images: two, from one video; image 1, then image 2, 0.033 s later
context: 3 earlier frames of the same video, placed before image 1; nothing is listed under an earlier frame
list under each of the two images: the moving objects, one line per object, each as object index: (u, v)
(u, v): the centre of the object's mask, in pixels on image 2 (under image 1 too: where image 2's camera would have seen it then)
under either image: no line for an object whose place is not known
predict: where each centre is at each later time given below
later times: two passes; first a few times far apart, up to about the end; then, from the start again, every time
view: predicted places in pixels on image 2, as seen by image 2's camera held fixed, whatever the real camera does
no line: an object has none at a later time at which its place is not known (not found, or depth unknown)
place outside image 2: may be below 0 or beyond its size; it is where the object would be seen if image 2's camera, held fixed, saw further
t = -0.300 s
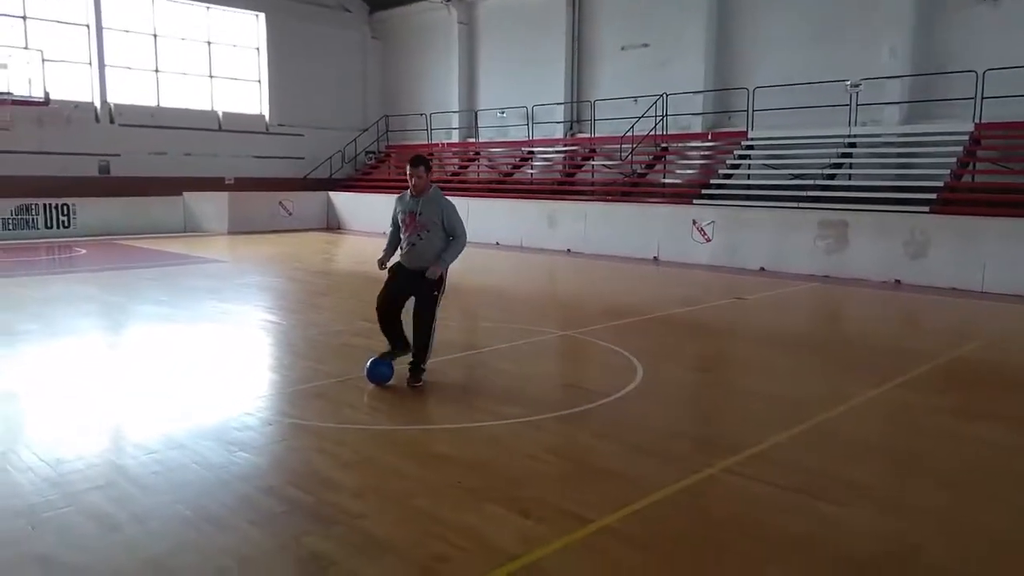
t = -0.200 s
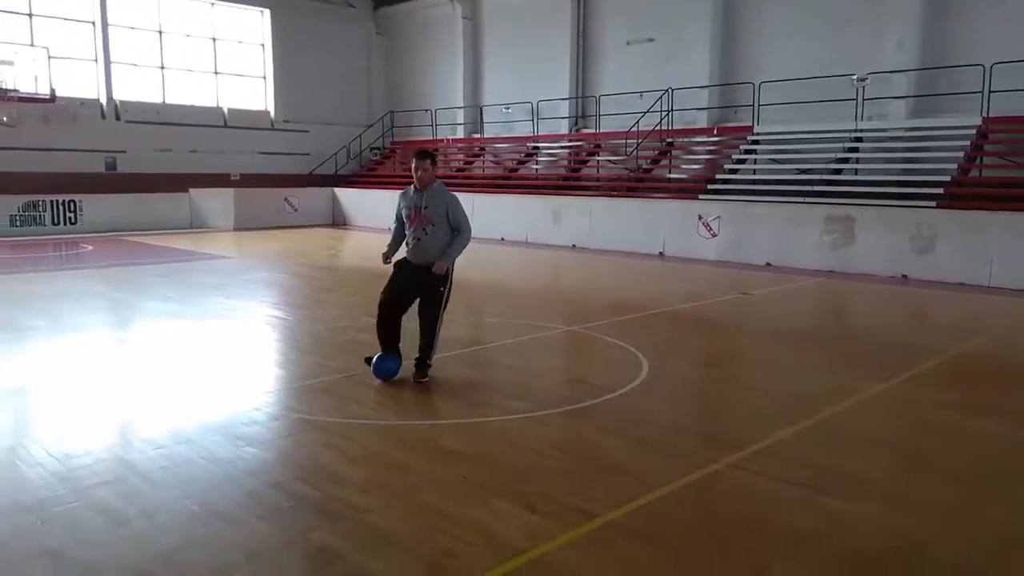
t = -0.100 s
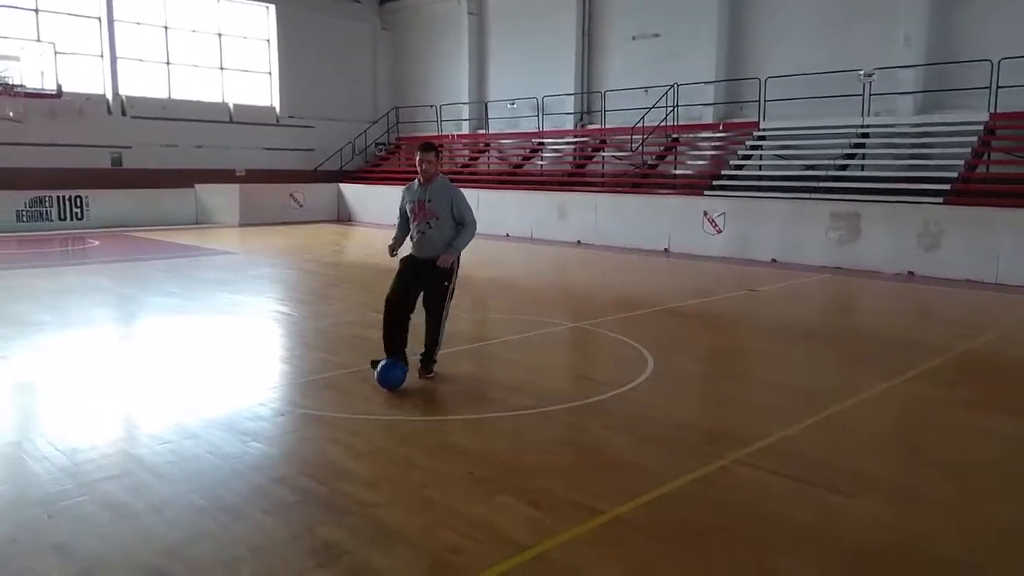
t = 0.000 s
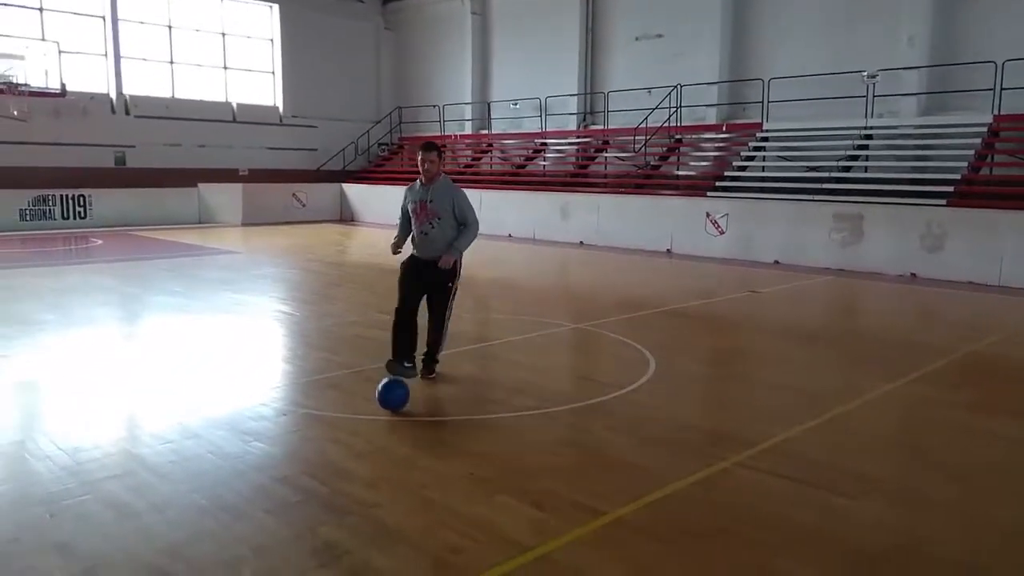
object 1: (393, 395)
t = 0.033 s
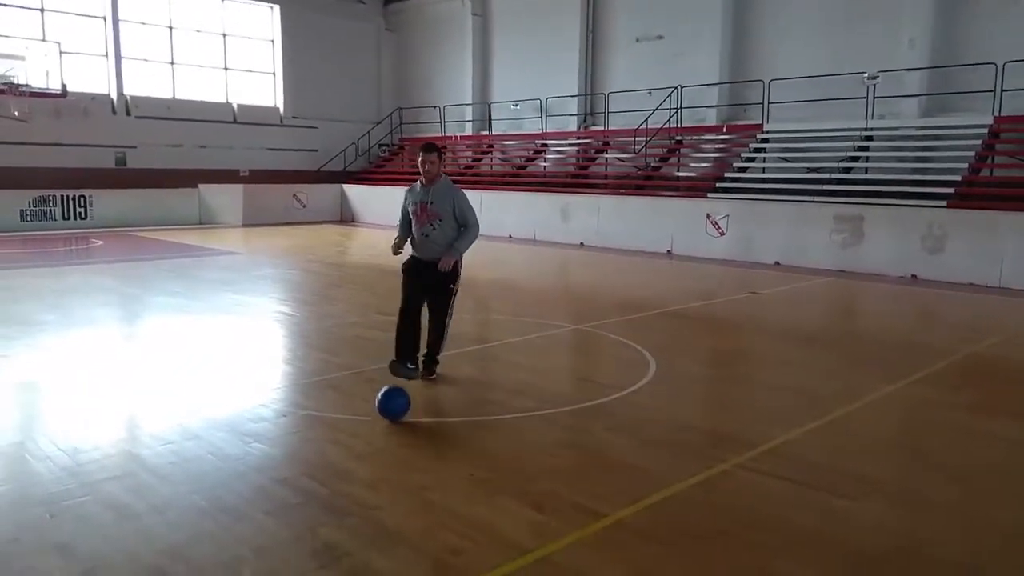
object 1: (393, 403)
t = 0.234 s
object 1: (392, 448)
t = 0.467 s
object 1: (392, 511)
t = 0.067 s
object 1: (393, 409)
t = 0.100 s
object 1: (393, 417)
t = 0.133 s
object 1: (392, 424)
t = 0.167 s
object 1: (393, 432)
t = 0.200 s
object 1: (393, 440)
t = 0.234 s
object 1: (392, 448)
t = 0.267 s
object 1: (392, 456)
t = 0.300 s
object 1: (392, 465)
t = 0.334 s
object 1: (392, 474)
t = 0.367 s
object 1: (392, 482)
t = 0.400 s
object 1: (392, 492)
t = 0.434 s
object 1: (392, 501)
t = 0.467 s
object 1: (392, 511)
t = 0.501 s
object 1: (393, 523)
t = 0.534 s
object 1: (392, 532)
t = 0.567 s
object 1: (392, 535)
